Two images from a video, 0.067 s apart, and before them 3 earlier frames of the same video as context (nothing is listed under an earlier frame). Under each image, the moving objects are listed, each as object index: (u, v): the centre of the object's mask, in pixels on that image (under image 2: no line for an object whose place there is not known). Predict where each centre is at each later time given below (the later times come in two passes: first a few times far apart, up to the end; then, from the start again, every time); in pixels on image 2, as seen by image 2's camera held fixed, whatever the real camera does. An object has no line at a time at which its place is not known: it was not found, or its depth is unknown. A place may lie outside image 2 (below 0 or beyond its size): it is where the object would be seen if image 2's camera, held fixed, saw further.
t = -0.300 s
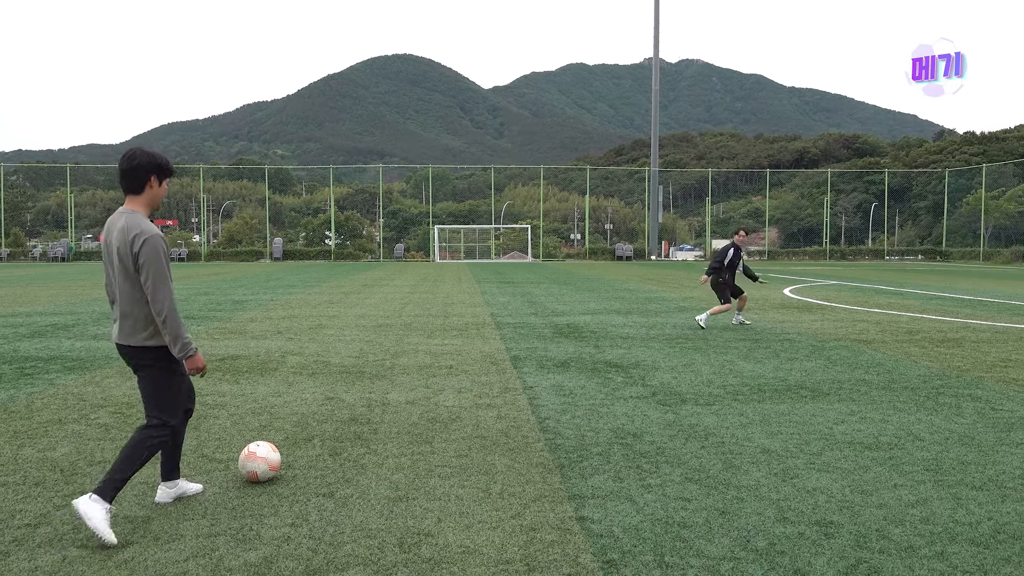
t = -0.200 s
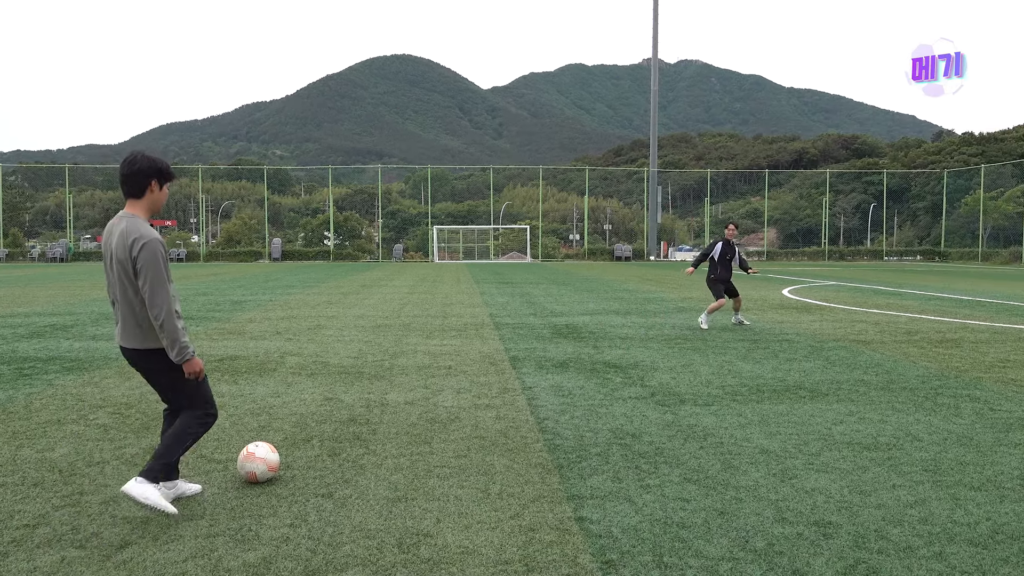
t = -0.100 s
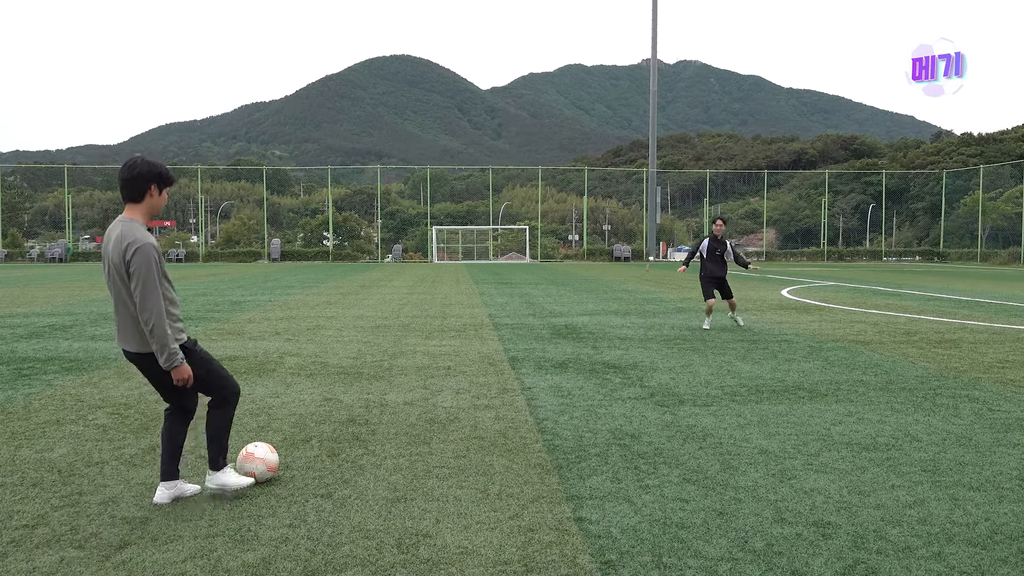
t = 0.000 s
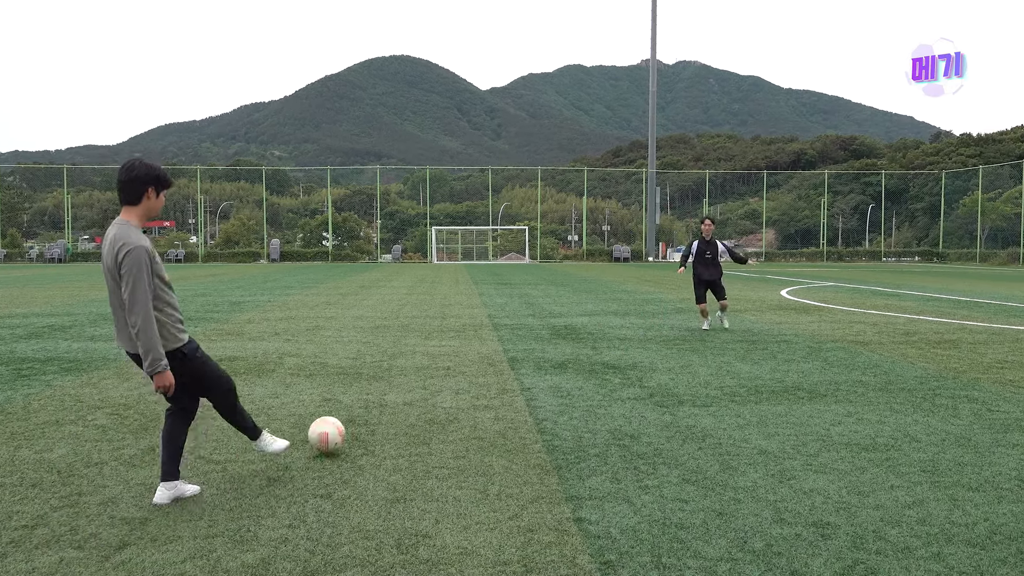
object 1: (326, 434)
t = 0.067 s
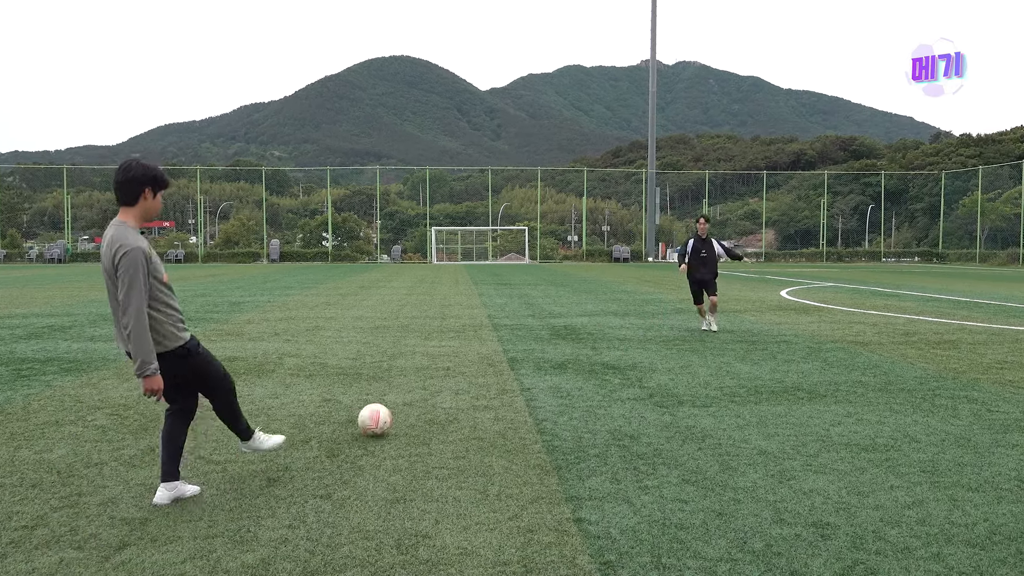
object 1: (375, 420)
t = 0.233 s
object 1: (457, 391)
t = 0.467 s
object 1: (522, 364)
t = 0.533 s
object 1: (534, 360)
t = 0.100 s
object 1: (394, 412)
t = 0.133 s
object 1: (413, 407)
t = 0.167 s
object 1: (429, 401)
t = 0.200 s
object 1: (444, 395)
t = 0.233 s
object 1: (457, 391)
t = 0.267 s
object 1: (469, 385)
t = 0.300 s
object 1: (479, 380)
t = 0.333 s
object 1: (490, 377)
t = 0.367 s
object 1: (499, 375)
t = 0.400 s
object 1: (507, 371)
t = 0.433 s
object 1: (515, 368)
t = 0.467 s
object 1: (522, 364)
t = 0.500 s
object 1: (528, 361)
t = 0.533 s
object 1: (534, 360)
